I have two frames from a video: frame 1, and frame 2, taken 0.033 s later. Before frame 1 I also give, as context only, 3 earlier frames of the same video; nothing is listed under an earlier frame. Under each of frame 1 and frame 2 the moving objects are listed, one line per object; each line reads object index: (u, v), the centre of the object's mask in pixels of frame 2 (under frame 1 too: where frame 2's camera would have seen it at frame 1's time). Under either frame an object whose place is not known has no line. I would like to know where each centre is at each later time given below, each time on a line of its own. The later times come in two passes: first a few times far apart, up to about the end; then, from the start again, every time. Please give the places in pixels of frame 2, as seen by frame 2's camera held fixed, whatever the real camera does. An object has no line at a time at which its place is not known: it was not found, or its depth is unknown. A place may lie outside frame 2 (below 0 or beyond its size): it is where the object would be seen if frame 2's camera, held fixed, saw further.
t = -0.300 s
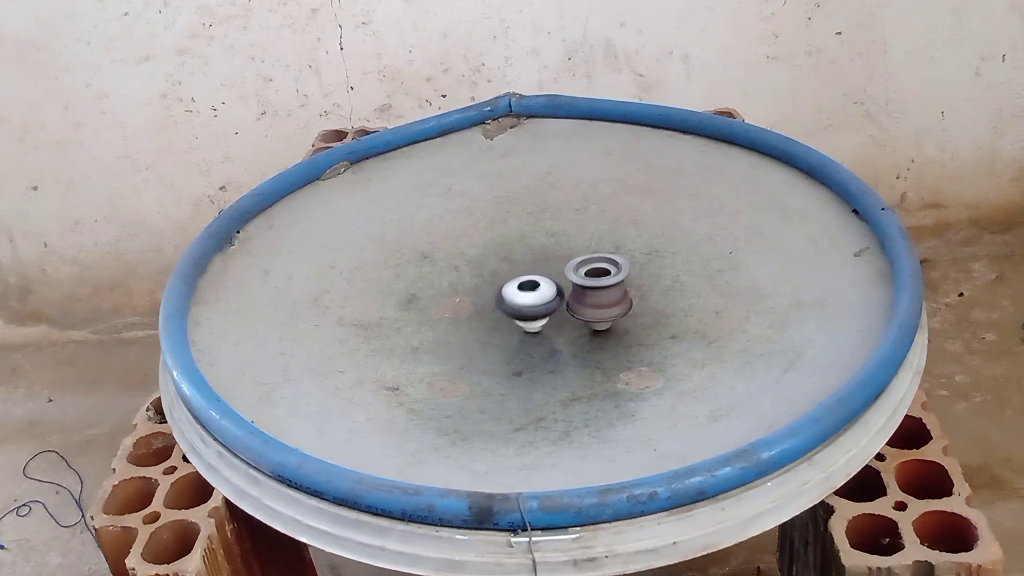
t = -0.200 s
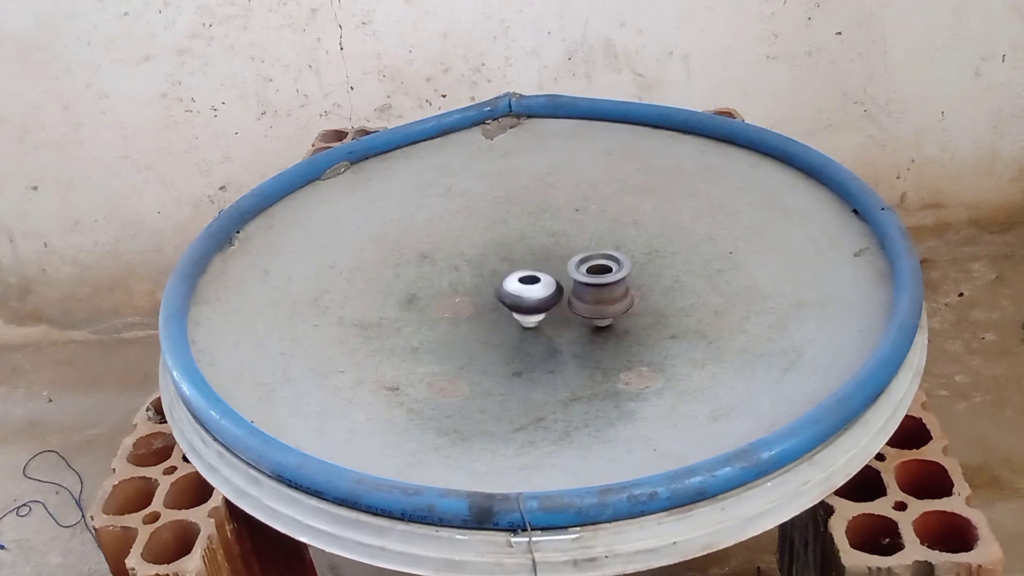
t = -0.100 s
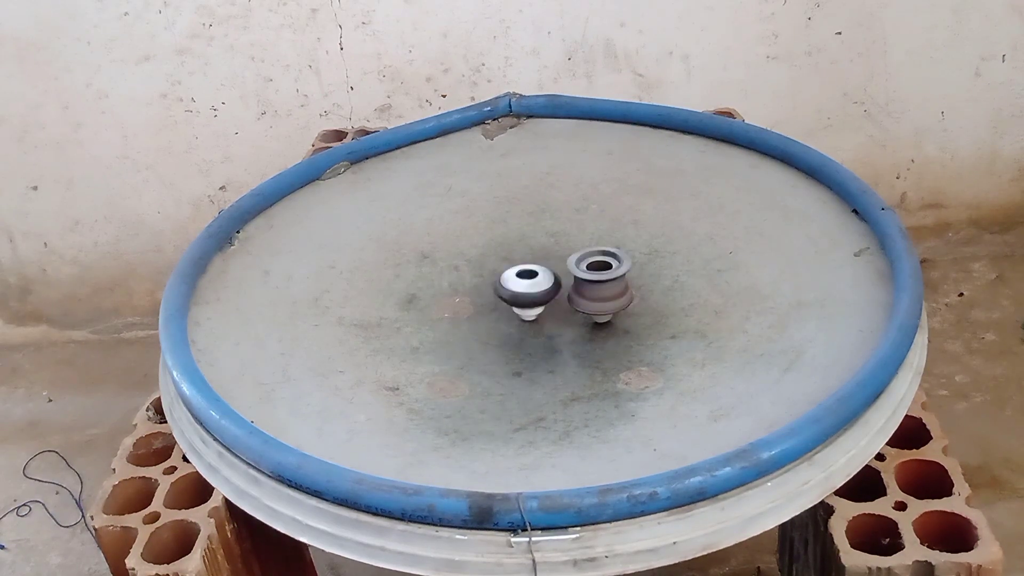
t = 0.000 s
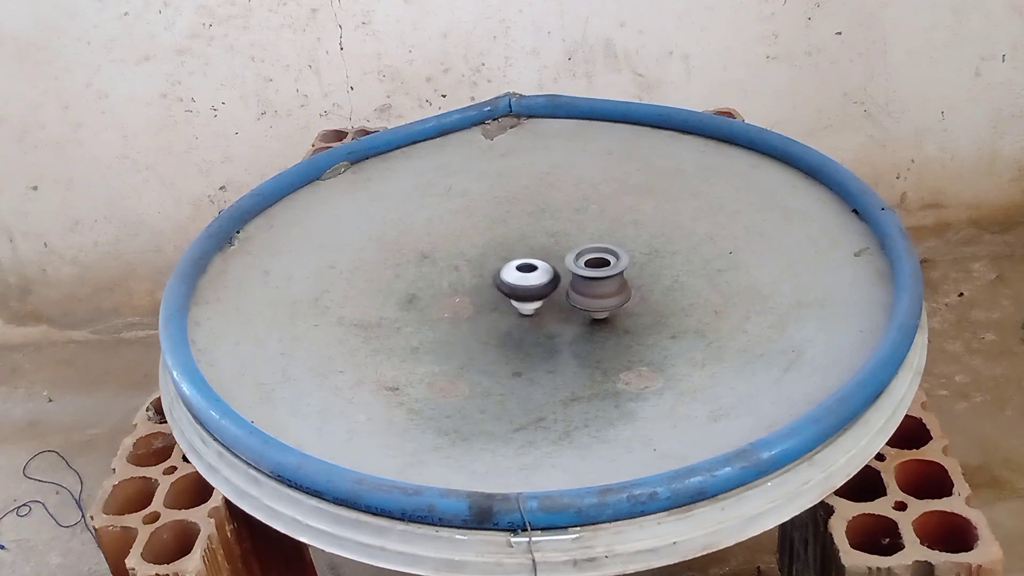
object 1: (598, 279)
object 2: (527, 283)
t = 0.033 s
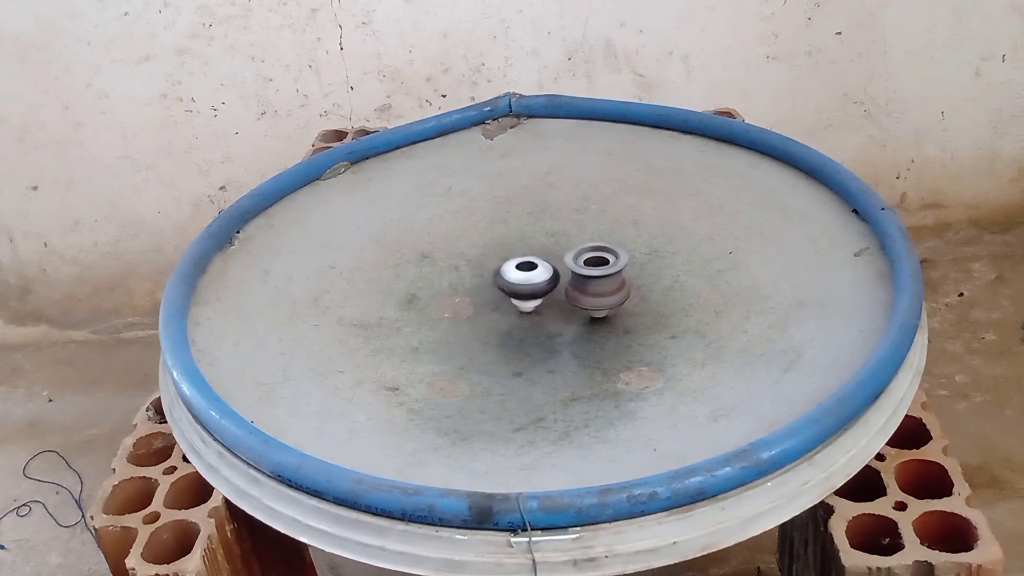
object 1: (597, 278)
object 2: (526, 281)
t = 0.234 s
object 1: (592, 270)
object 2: (530, 270)
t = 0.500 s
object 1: (604, 267)
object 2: (470, 246)
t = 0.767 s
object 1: (603, 263)
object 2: (433, 249)
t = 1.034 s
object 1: (591, 260)
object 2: (478, 269)
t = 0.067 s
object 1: (596, 277)
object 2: (527, 279)
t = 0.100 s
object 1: (595, 275)
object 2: (527, 277)
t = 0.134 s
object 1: (594, 274)
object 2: (527, 275)
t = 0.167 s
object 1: (593, 273)
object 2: (529, 274)
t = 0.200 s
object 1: (593, 271)
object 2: (530, 272)
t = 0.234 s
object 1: (592, 270)
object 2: (530, 270)
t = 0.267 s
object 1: (591, 269)
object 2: (531, 269)
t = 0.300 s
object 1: (591, 269)
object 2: (531, 266)
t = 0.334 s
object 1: (600, 269)
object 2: (520, 262)
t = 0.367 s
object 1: (605, 269)
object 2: (510, 257)
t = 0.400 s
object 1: (606, 268)
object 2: (500, 253)
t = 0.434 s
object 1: (605, 268)
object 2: (489, 250)
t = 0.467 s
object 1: (605, 267)
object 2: (481, 248)
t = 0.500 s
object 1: (604, 267)
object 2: (470, 246)
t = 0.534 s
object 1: (605, 266)
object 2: (462, 244)
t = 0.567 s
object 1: (605, 266)
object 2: (454, 243)
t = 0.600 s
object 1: (605, 265)
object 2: (448, 243)
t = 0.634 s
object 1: (605, 265)
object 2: (443, 243)
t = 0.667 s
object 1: (604, 265)
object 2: (438, 244)
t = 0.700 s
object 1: (604, 264)
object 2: (435, 245)
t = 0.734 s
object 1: (604, 264)
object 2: (433, 247)
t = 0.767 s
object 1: (603, 263)
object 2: (433, 249)
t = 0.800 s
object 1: (602, 263)
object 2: (433, 251)
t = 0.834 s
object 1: (601, 262)
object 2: (435, 253)
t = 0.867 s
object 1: (600, 261)
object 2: (439, 255)
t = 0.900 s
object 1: (599, 261)
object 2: (443, 259)
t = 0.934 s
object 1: (597, 260)
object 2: (451, 262)
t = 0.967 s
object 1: (596, 260)
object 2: (458, 265)
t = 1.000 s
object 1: (593, 260)
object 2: (467, 267)
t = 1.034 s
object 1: (591, 260)
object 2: (478, 269)
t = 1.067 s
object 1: (588, 260)
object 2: (488, 271)
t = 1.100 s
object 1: (586, 261)
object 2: (500, 273)
